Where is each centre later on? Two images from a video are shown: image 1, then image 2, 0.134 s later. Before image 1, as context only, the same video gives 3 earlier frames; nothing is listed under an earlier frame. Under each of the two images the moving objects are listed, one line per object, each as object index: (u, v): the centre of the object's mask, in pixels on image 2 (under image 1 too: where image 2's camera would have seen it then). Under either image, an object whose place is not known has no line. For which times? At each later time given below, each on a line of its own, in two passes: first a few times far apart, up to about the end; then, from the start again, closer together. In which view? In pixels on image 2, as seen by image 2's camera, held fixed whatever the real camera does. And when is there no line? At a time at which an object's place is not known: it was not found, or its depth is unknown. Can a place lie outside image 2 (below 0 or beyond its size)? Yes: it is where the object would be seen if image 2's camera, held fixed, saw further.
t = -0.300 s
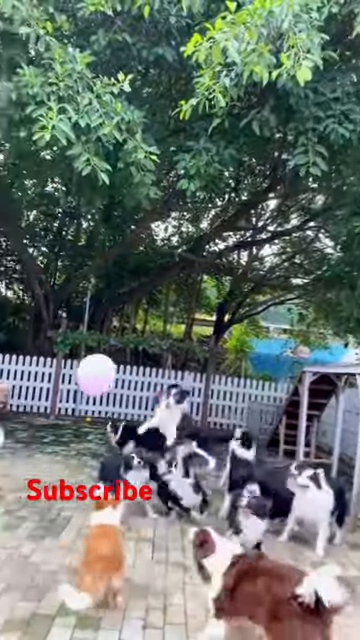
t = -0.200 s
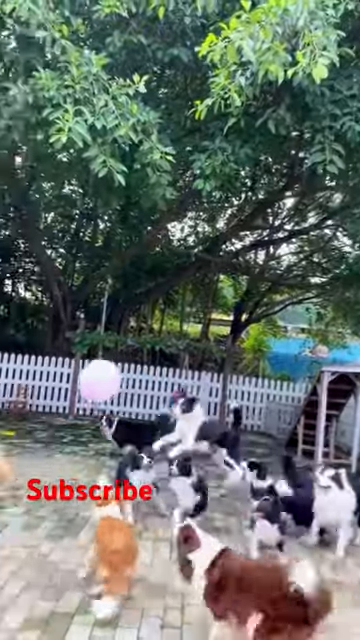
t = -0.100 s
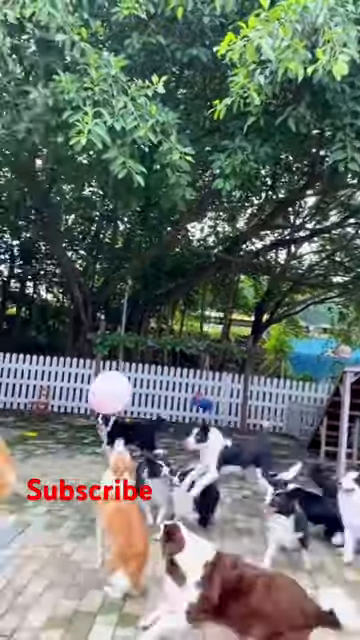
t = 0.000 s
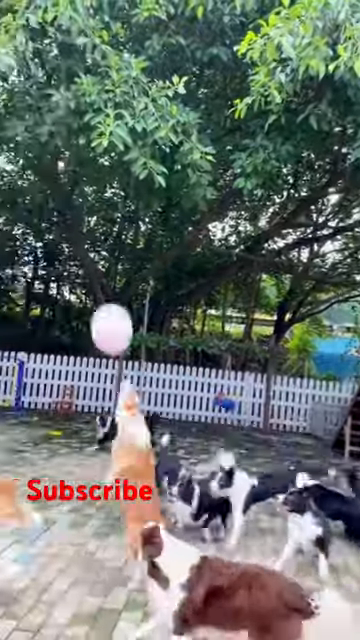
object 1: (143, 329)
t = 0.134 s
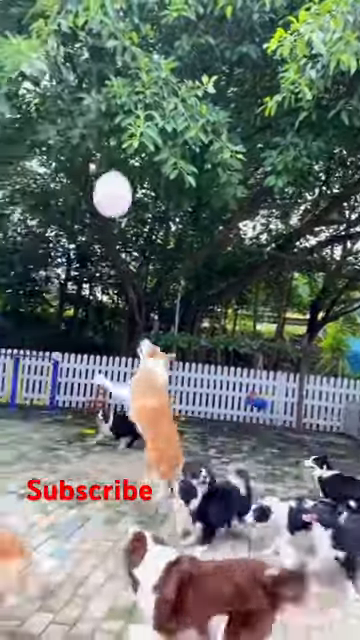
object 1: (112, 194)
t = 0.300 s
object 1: (118, 134)
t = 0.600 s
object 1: (139, 107)
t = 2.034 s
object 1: (166, 242)
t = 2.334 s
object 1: (177, 286)
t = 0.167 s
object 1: (111, 175)
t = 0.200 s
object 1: (112, 161)
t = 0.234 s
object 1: (113, 150)
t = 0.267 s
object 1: (116, 141)
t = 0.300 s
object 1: (118, 134)
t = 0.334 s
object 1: (120, 129)
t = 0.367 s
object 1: (123, 123)
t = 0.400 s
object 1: (125, 118)
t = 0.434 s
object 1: (127, 114)
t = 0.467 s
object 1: (130, 111)
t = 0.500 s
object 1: (133, 110)
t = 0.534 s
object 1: (135, 108)
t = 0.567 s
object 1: (137, 107)
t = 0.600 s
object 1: (139, 107)
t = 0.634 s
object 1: (142, 106)
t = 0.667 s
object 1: (143, 107)
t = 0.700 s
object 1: (145, 108)
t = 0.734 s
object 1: (147, 108)
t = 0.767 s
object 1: (149, 109)
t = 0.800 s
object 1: (150, 110)
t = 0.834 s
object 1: (152, 111)
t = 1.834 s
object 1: (164, 213)
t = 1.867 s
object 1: (164, 217)
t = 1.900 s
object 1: (164, 223)
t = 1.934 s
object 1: (165, 227)
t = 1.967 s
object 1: (165, 232)
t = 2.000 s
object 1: (166, 237)
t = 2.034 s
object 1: (166, 242)
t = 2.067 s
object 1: (167, 247)
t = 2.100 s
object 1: (168, 252)
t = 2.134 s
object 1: (169, 257)
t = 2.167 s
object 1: (170, 262)
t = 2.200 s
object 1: (172, 266)
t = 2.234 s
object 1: (173, 271)
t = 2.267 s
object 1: (174, 276)
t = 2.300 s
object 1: (175, 281)
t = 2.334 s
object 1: (177, 286)
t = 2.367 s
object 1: (178, 290)
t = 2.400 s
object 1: (180, 295)
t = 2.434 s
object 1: (181, 300)
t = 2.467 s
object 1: (183, 305)
